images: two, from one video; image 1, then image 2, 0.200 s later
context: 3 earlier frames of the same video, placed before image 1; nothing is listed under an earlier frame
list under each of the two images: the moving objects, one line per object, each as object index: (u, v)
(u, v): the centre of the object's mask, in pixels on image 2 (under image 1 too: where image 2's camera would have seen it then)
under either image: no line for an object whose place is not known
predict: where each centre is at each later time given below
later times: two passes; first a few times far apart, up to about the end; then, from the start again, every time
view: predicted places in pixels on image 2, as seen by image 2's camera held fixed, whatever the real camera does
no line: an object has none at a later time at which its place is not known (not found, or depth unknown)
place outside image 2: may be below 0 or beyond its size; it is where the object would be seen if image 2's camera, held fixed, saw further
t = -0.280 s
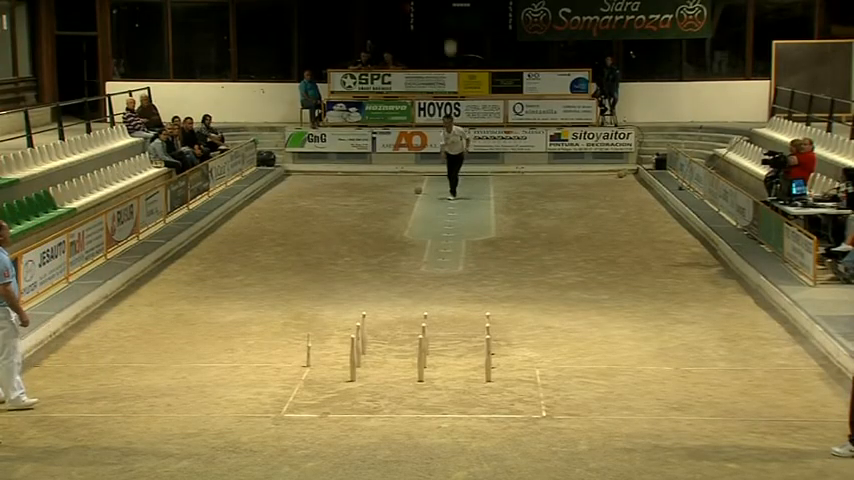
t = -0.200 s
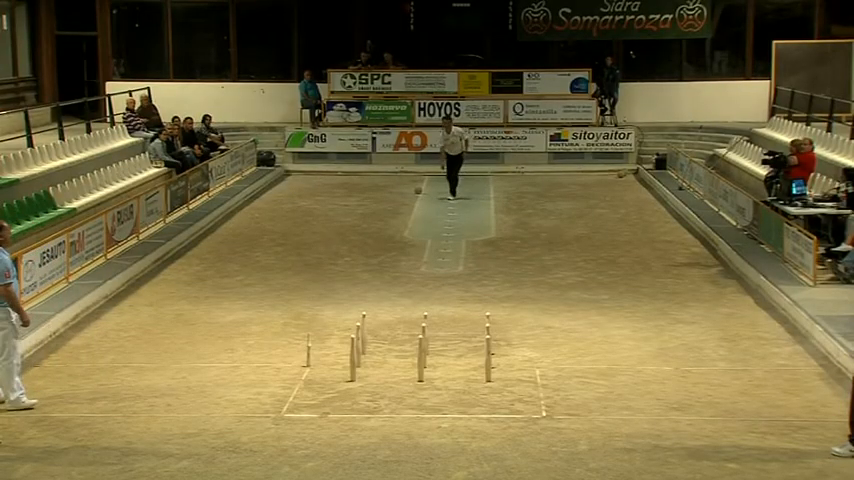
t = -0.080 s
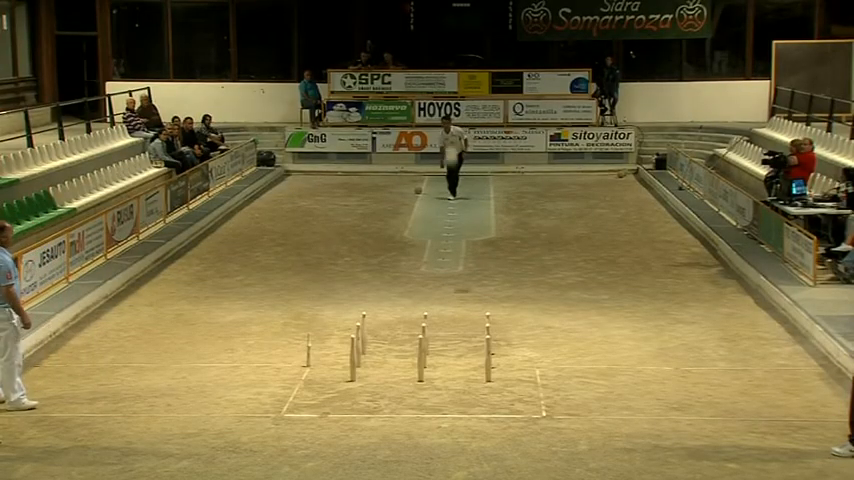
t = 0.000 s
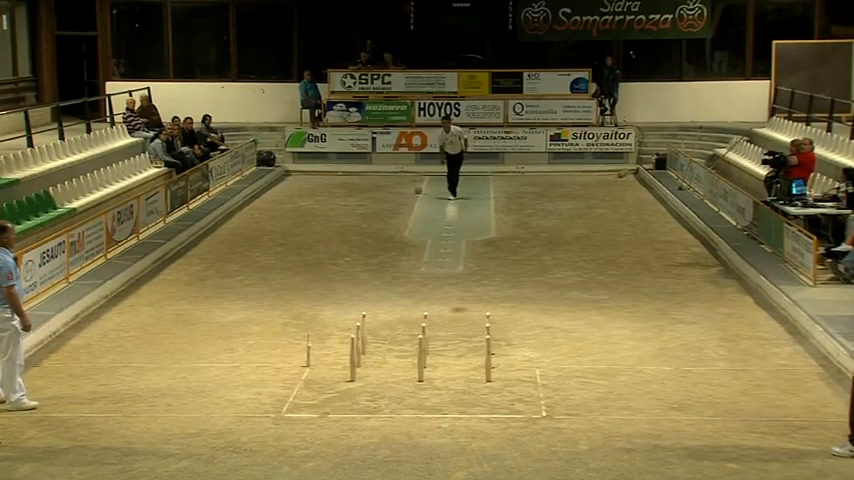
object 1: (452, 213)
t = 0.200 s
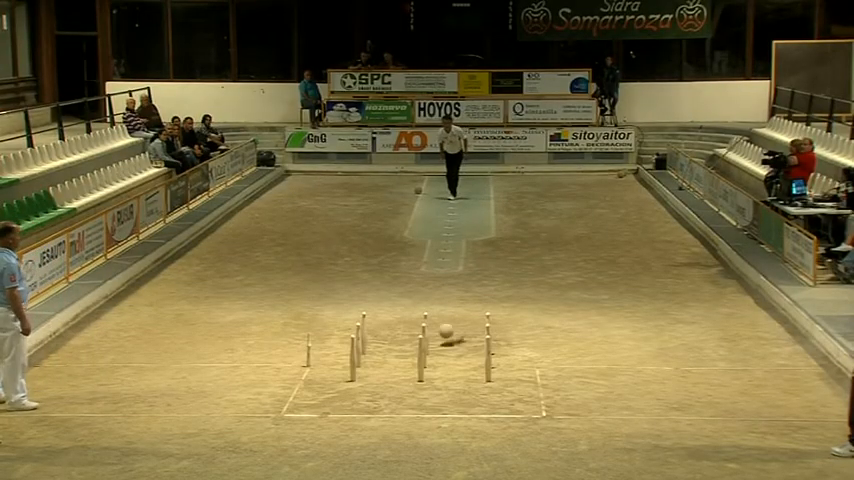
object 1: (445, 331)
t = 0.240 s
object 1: (440, 330)
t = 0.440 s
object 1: (430, 337)
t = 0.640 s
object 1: (412, 362)
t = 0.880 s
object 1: (404, 373)
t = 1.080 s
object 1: (396, 382)
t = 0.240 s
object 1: (440, 330)
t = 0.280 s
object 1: (436, 329)
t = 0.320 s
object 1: (433, 331)
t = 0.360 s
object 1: (432, 332)
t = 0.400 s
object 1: (430, 333)
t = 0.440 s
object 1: (430, 337)
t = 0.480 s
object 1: (428, 342)
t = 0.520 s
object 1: (415, 350)
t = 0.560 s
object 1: (414, 358)
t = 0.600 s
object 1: (412, 361)
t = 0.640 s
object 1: (412, 362)
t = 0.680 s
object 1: (411, 365)
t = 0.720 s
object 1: (410, 366)
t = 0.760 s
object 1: (409, 367)
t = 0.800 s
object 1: (407, 369)
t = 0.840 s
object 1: (406, 371)
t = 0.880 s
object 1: (404, 373)
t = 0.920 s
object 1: (402, 375)
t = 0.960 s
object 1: (401, 377)
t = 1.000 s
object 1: (399, 378)
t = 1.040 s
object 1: (398, 380)
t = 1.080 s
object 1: (396, 382)
